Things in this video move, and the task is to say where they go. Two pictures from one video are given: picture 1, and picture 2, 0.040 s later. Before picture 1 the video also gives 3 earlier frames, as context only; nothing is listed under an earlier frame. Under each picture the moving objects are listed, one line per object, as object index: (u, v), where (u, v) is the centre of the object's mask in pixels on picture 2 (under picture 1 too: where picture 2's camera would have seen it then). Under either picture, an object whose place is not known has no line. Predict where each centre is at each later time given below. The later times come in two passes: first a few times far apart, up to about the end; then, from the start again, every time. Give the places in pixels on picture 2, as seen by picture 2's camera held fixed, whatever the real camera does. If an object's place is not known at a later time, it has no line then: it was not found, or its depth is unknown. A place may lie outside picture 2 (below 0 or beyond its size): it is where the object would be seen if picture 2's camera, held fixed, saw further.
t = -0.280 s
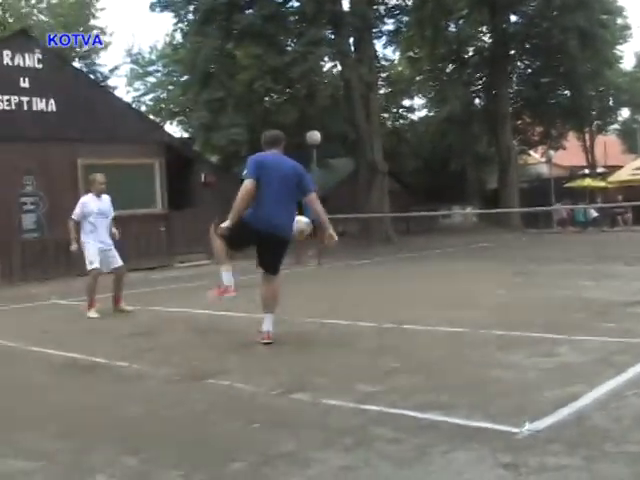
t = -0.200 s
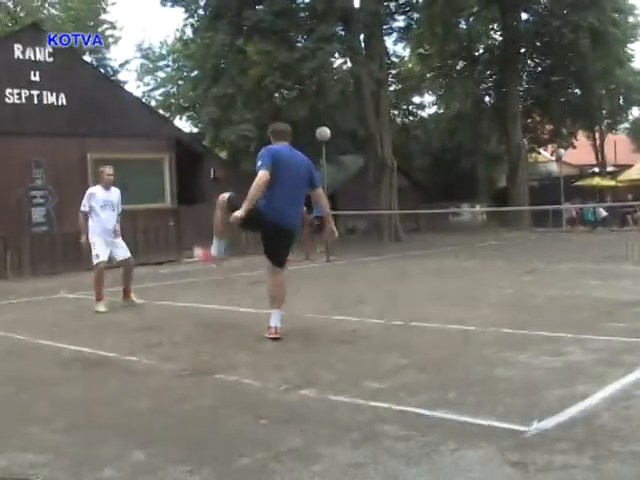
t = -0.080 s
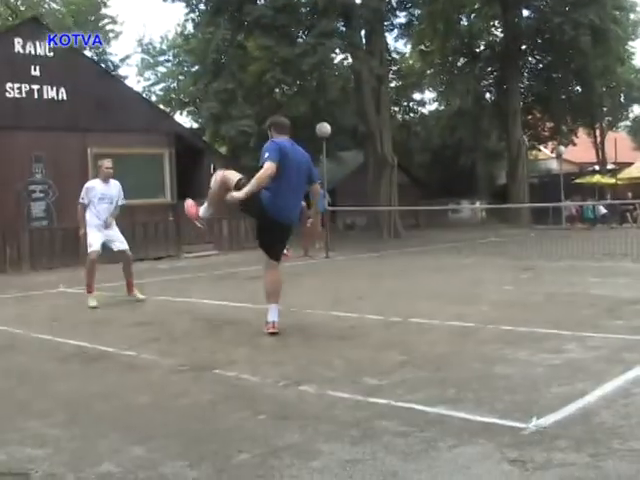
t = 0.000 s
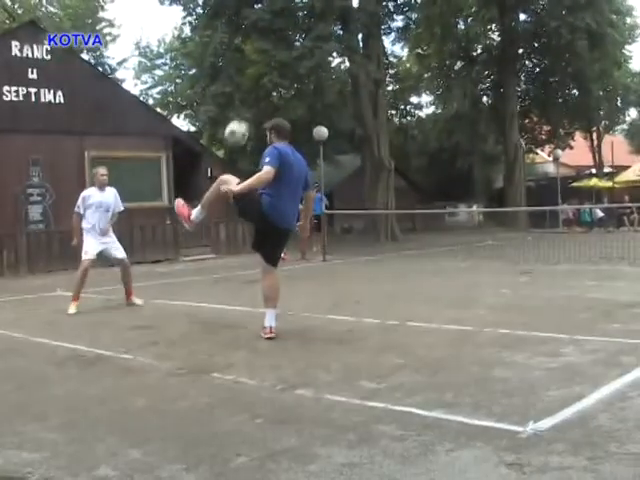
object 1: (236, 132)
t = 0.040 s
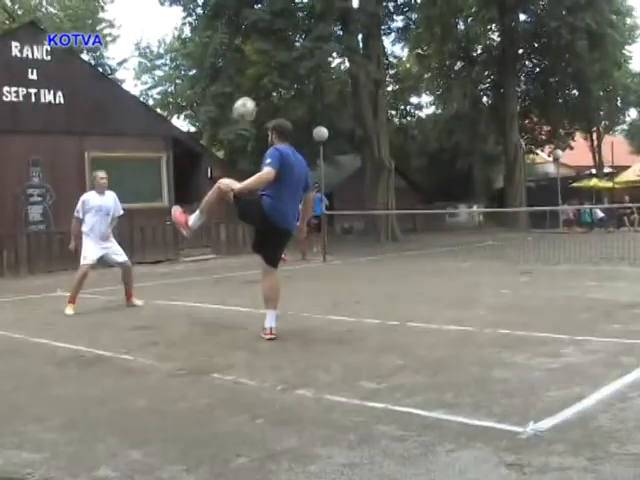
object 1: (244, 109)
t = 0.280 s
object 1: (289, 17)
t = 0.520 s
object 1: (325, -15)
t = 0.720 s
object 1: (353, -4)
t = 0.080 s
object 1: (252, 87)
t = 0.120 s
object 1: (259, 69)
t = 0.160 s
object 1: (267, 52)
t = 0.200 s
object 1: (274, 40)
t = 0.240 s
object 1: (281, 28)
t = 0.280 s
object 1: (289, 17)
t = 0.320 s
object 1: (295, 8)
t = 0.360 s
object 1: (301, 1)
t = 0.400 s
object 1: (307, -5)
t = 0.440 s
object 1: (314, -10)
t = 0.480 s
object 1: (319, -13)
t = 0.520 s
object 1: (325, -15)
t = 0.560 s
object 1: (331, -15)
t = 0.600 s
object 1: (337, -14)
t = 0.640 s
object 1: (342, -12)
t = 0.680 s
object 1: (347, -9)
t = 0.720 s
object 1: (353, -4)
